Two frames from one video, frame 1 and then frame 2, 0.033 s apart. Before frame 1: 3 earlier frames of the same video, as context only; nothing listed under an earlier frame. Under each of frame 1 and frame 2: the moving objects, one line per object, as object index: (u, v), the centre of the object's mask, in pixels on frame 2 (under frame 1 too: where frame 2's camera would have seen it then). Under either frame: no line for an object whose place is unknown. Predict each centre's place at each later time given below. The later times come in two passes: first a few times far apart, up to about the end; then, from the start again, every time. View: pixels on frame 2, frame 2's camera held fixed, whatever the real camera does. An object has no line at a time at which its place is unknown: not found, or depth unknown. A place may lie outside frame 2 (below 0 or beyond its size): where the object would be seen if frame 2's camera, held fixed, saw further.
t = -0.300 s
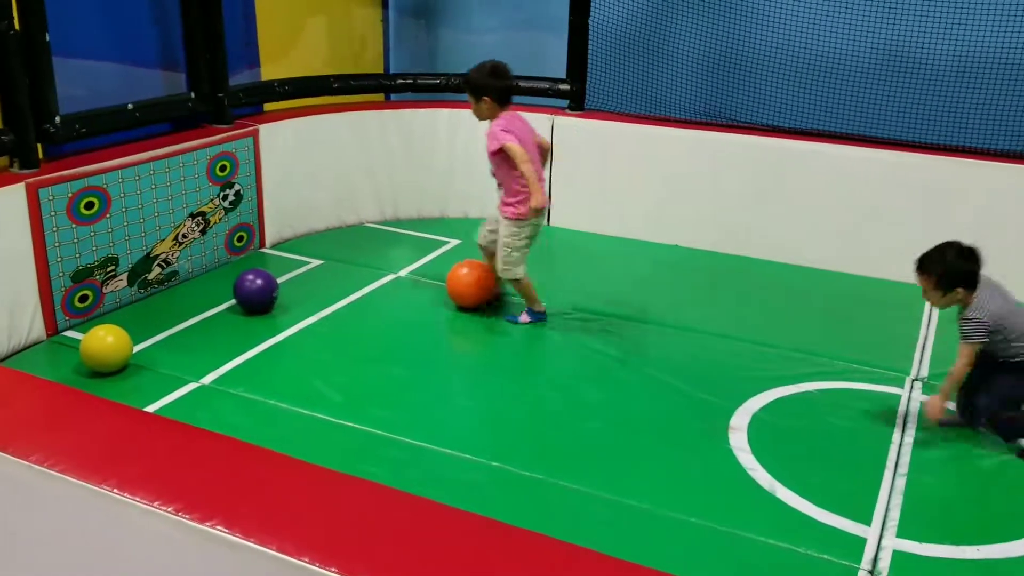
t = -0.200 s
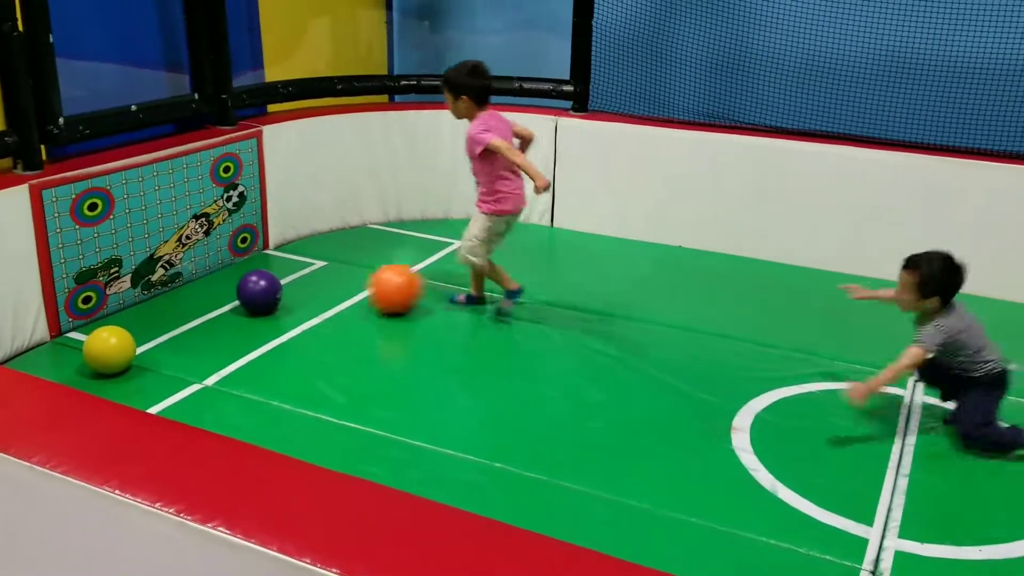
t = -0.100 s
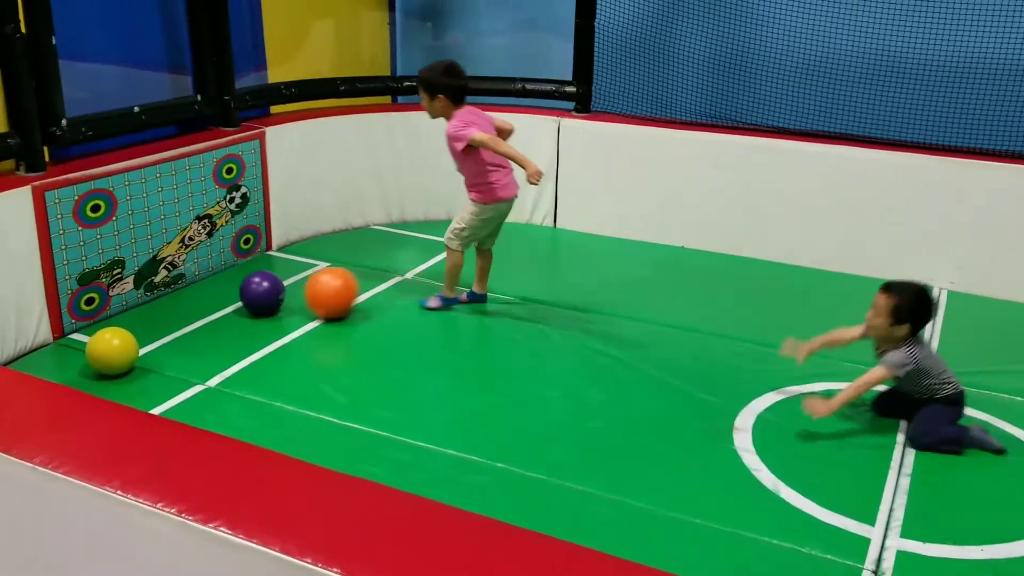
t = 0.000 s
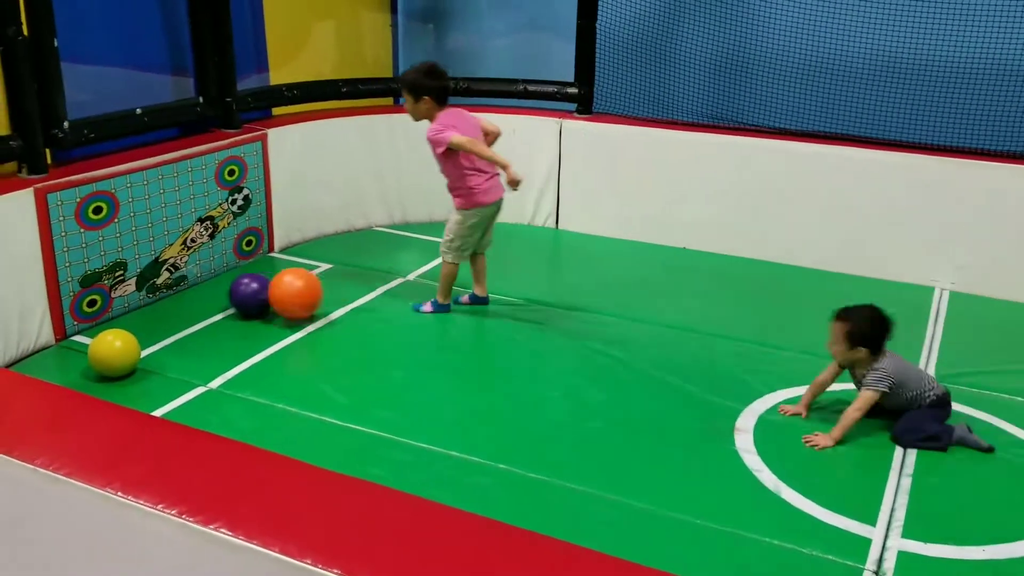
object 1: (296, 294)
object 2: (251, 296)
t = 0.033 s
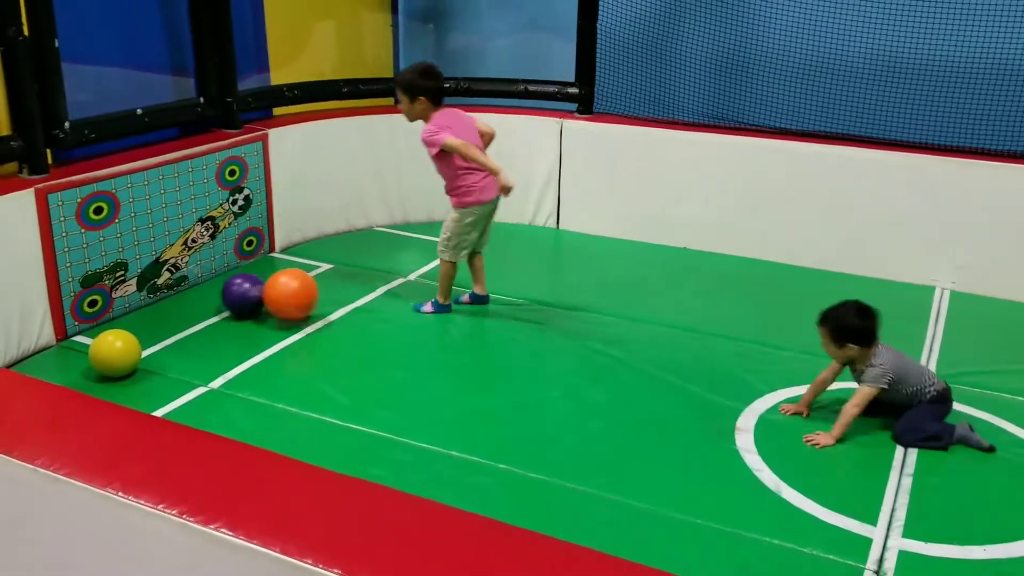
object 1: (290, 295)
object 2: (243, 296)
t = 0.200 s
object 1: (263, 308)
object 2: (204, 298)
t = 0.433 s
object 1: (228, 322)
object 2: (151, 300)
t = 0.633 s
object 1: (200, 332)
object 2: (113, 303)
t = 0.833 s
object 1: (174, 343)
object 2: (109, 309)
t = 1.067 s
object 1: (166, 353)
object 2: (107, 316)
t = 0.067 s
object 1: (285, 298)
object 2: (236, 297)
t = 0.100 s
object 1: (279, 303)
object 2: (227, 297)
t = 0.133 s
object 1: (274, 307)
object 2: (219, 298)
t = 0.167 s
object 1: (268, 306)
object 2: (211, 298)
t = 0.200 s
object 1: (263, 308)
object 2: (204, 298)
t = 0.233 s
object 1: (258, 311)
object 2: (196, 298)
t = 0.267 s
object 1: (253, 312)
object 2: (189, 297)
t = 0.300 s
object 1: (248, 314)
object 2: (181, 298)
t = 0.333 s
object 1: (243, 316)
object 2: (174, 299)
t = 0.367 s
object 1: (238, 318)
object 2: (166, 300)
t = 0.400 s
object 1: (233, 320)
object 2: (158, 299)
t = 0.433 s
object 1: (228, 322)
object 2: (151, 300)
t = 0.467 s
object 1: (223, 323)
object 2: (144, 300)
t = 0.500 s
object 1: (218, 325)
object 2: (137, 300)
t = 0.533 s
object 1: (214, 327)
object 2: (128, 302)
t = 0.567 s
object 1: (209, 329)
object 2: (120, 303)
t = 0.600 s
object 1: (204, 330)
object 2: (113, 303)
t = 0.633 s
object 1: (200, 332)
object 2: (113, 303)
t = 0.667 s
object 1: (196, 334)
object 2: (113, 304)
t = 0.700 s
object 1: (191, 335)
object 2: (113, 305)
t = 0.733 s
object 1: (187, 338)
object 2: (111, 307)
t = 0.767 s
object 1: (183, 339)
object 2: (110, 308)
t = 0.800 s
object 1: (178, 341)
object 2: (110, 309)
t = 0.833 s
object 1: (174, 343)
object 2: (109, 309)
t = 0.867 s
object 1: (170, 345)
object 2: (109, 311)
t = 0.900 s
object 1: (168, 347)
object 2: (109, 312)
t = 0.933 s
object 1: (168, 349)
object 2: (109, 312)
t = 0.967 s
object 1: (167, 350)
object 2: (108, 313)
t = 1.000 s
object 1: (167, 351)
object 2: (108, 315)
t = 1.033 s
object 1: (167, 352)
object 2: (108, 316)
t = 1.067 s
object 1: (166, 353)
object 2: (107, 316)
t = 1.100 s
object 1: (166, 354)
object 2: (107, 317)
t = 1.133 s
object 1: (167, 354)
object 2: (107, 318)
